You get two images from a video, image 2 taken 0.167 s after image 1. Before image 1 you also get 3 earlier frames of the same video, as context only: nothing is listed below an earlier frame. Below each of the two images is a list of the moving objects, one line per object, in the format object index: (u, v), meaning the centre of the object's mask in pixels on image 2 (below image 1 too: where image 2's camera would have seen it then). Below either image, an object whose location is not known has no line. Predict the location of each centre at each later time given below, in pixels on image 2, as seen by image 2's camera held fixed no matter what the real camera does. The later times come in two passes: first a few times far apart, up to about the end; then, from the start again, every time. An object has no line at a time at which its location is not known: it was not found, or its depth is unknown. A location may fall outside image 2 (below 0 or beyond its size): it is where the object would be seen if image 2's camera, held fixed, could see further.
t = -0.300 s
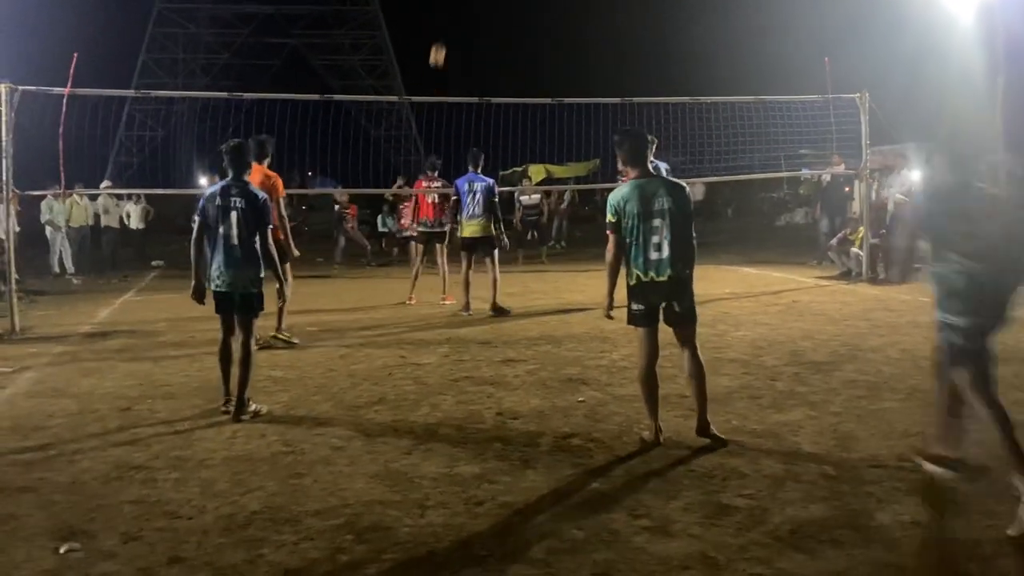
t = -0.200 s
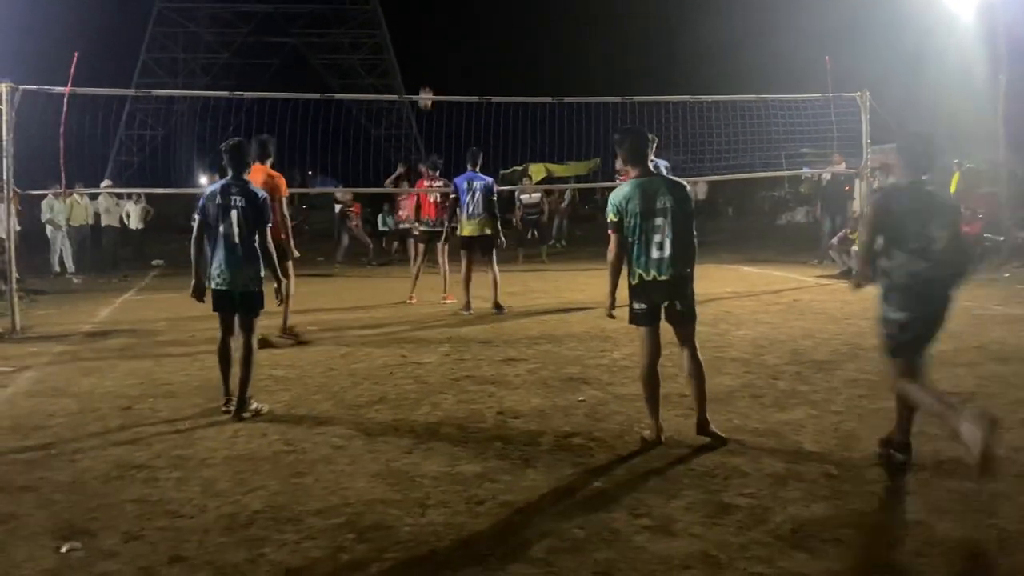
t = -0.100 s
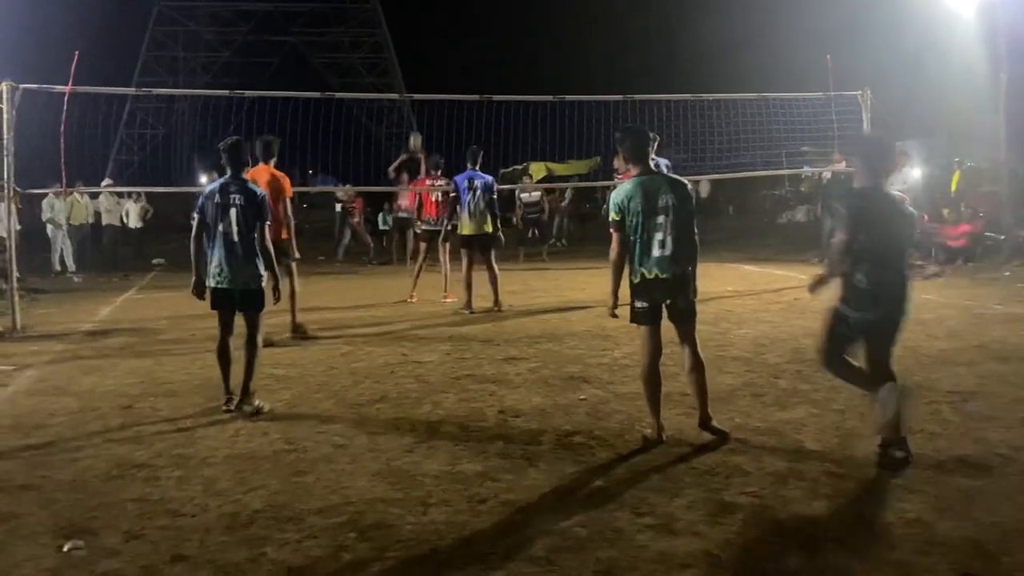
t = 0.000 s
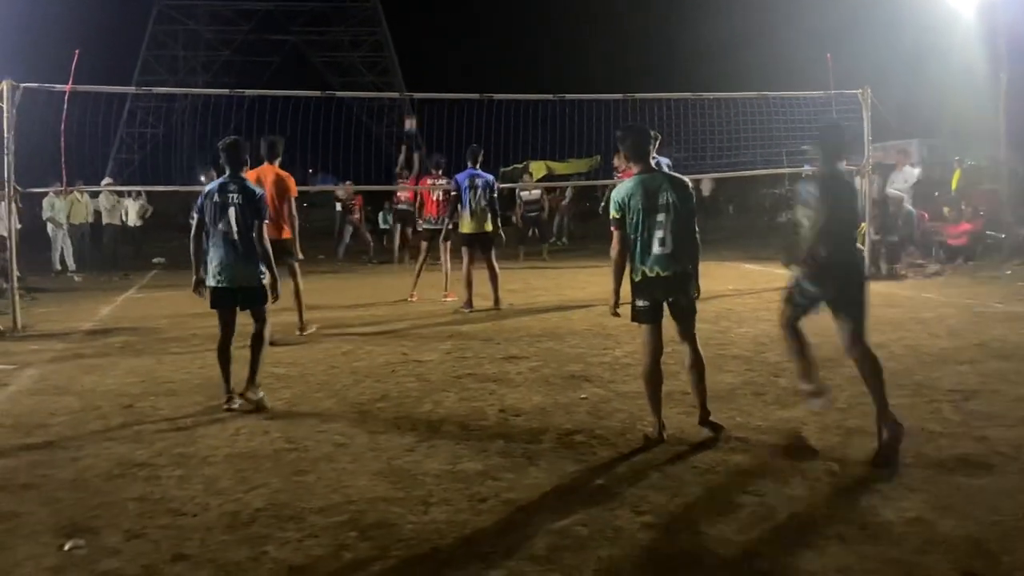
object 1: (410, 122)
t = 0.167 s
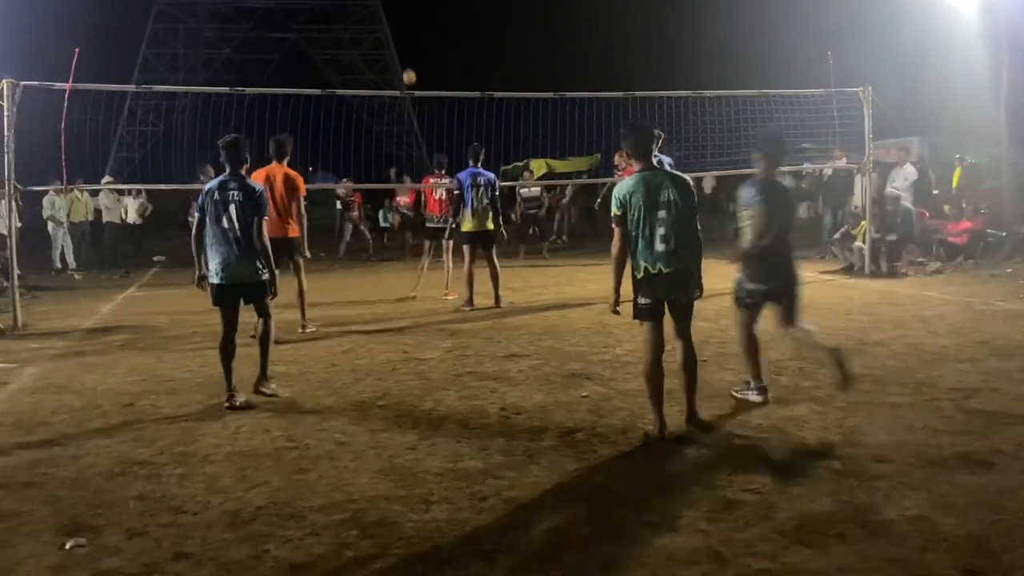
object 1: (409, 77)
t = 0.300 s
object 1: (408, 52)
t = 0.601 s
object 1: (407, 35)
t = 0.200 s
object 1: (409, 69)
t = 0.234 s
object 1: (409, 63)
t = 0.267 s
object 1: (409, 57)
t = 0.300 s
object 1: (408, 52)
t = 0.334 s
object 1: (408, 47)
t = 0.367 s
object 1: (408, 43)
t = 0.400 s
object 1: (408, 40)
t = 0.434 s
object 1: (408, 37)
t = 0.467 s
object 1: (408, 36)
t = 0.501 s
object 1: (408, 35)
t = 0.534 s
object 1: (408, 34)
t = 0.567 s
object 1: (408, 34)
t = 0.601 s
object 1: (407, 35)
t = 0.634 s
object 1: (407, 37)
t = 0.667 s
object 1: (407, 39)
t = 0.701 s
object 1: (407, 42)
